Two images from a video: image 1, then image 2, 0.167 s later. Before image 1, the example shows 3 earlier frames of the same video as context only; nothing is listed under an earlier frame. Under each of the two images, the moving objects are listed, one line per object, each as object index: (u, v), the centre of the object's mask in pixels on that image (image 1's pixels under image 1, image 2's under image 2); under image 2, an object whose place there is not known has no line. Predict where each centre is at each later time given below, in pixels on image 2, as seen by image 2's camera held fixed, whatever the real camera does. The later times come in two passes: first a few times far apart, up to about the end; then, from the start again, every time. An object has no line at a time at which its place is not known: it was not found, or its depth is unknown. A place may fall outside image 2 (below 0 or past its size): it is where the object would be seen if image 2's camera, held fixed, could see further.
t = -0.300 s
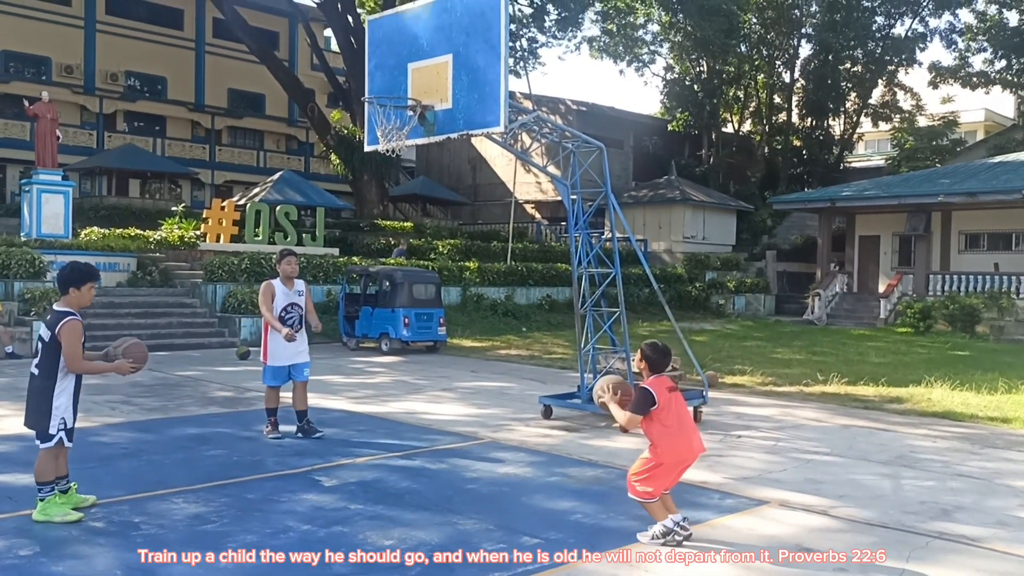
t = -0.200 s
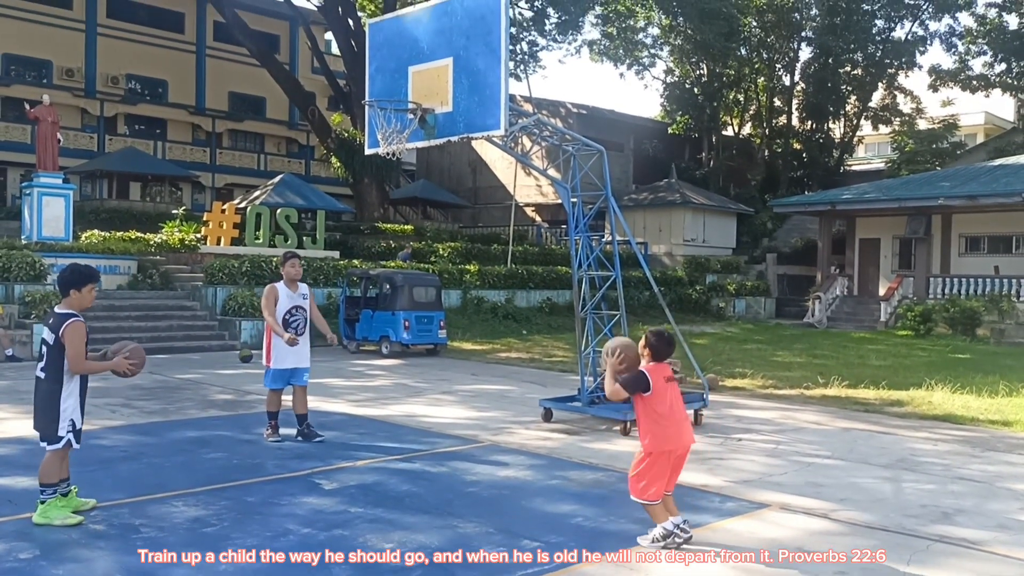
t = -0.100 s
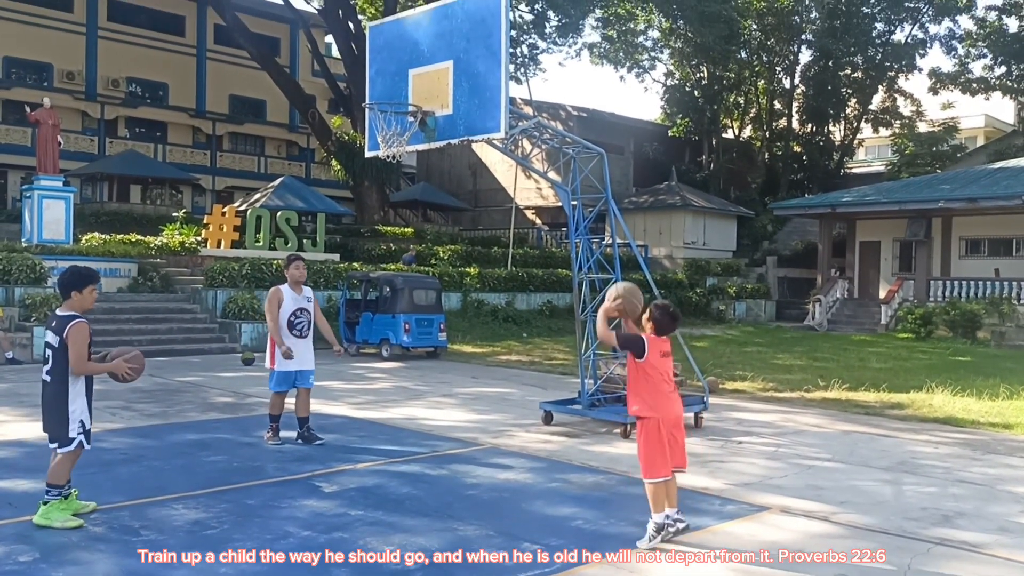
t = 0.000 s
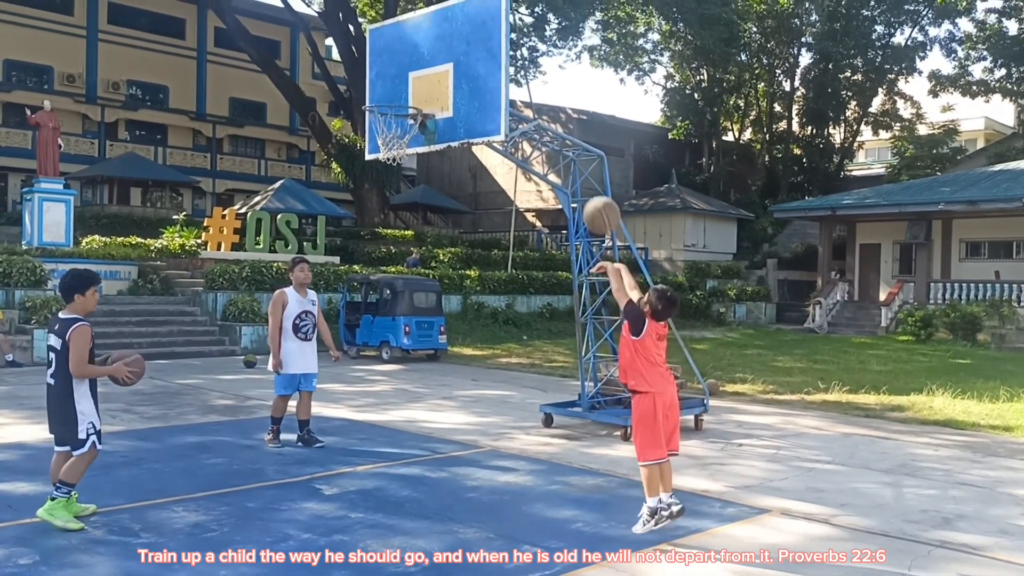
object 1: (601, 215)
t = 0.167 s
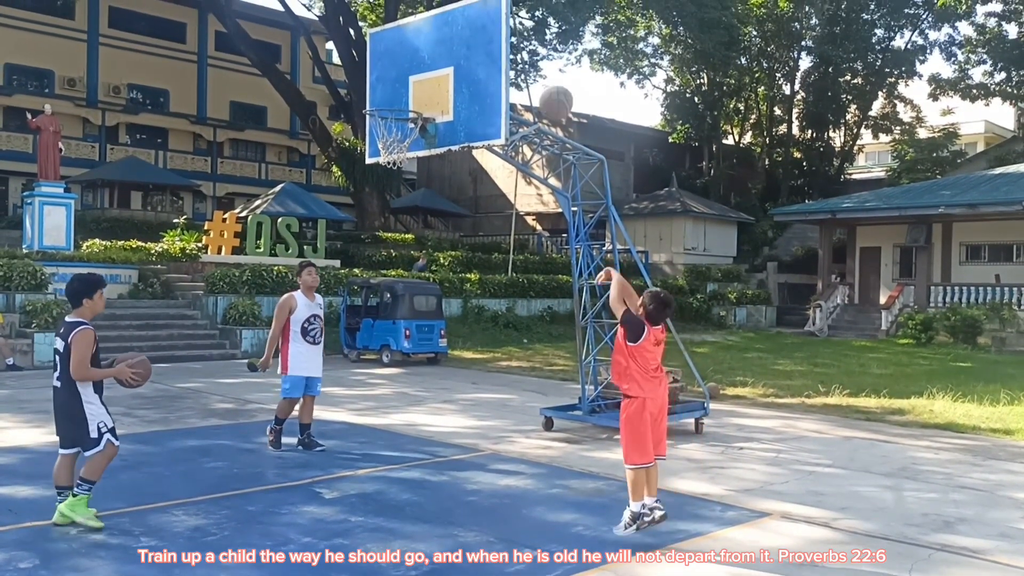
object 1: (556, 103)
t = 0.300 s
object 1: (523, 44)
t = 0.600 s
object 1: (455, 9)
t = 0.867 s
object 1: (402, 71)
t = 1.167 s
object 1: (399, 91)
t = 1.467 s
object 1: (393, 121)
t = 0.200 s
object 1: (547, 85)
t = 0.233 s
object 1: (538, 70)
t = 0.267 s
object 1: (530, 56)
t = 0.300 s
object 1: (523, 44)
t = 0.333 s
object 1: (515, 34)
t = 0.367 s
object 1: (507, 25)
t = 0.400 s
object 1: (498, 18)
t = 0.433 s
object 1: (491, 13)
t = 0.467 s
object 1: (484, 10)
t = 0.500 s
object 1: (476, 9)
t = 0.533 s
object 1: (469, 8)
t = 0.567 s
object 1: (462, 8)
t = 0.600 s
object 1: (455, 9)
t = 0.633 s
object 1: (447, 12)
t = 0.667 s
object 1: (441, 17)
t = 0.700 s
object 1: (434, 23)
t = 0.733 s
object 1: (427, 30)
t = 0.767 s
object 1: (421, 39)
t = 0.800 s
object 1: (415, 49)
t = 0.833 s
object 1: (408, 59)
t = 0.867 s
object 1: (402, 71)
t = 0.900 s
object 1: (396, 85)
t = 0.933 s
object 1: (390, 98)
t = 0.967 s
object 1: (387, 107)
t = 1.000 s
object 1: (391, 105)
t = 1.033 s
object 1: (396, 103)
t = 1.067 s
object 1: (399, 103)
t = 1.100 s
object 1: (400, 98)
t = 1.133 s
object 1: (399, 95)
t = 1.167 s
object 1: (399, 91)
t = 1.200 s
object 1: (398, 89)
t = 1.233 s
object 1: (398, 89)
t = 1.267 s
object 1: (397, 89)
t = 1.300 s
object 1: (396, 91)
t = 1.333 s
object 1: (396, 94)
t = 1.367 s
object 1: (395, 98)
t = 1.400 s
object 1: (394, 100)
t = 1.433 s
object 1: (393, 112)
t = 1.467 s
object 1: (393, 121)
